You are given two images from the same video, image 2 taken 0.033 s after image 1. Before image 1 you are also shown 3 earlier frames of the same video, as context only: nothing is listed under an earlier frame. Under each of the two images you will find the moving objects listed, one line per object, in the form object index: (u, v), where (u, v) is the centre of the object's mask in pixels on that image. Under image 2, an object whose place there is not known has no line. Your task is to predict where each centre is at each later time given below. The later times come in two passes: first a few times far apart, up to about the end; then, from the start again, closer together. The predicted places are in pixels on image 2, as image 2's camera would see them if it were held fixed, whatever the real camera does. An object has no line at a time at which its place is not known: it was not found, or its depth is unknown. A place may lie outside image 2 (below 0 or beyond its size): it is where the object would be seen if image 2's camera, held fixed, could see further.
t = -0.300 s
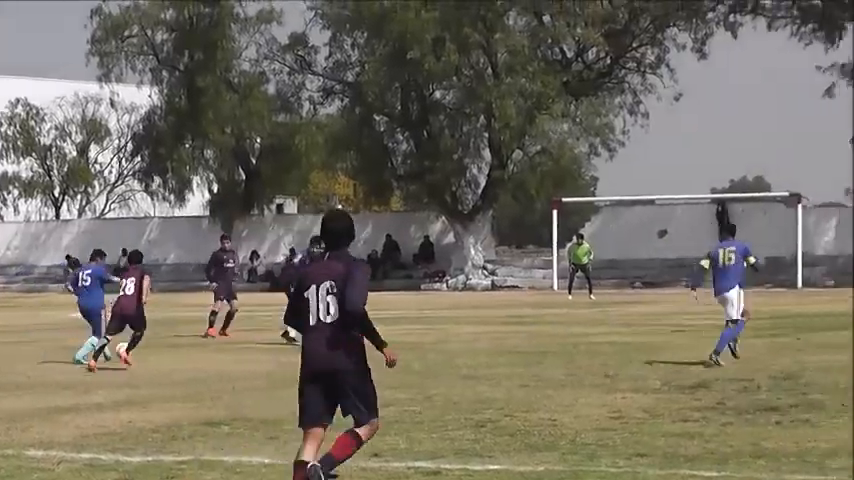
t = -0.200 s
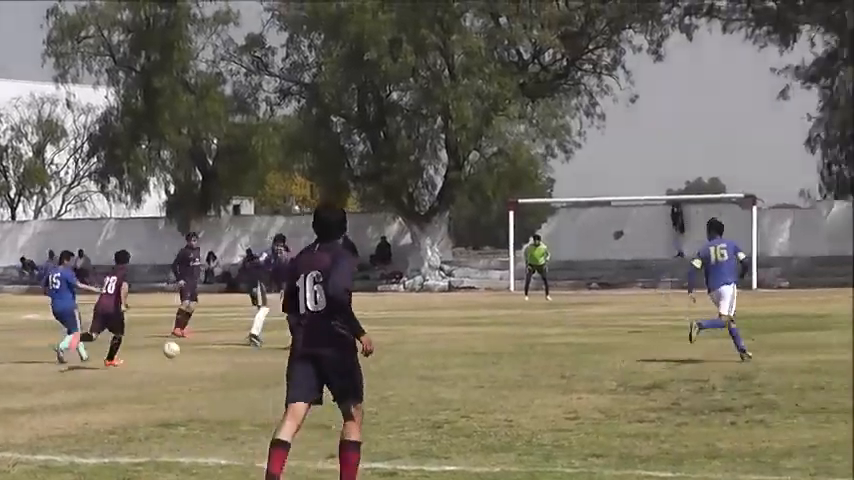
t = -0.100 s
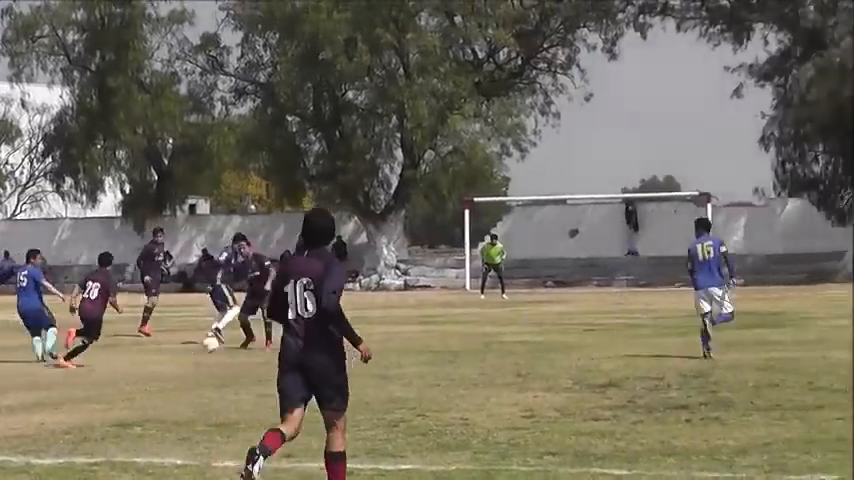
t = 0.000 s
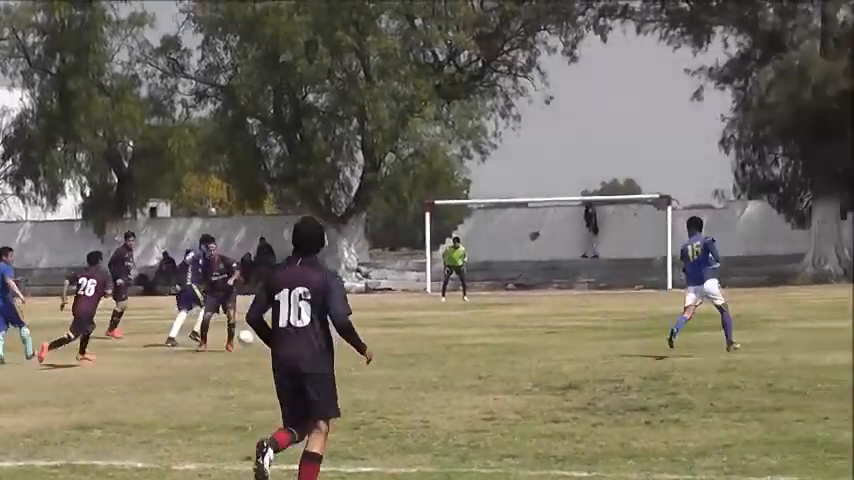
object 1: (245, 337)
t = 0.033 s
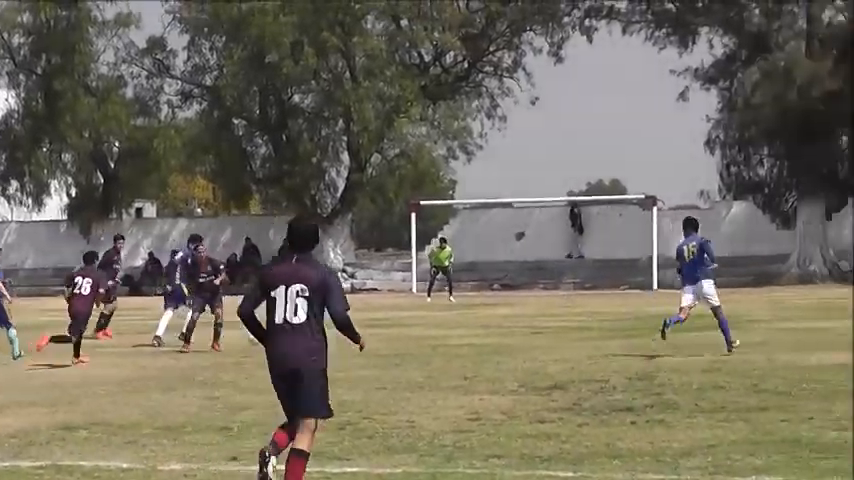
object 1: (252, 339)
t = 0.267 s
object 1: (414, 344)
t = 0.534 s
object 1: (556, 335)
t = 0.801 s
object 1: (678, 325)
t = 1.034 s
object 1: (780, 327)
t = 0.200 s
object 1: (372, 343)
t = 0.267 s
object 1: (414, 344)
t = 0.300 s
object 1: (433, 340)
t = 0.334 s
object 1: (451, 337)
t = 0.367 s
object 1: (469, 334)
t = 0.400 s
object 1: (486, 333)
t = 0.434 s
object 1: (504, 332)
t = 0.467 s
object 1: (521, 333)
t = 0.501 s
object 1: (538, 333)
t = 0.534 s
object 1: (556, 335)
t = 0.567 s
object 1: (573, 339)
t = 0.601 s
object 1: (589, 341)
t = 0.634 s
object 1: (604, 337)
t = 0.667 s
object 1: (620, 334)
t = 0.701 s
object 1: (635, 330)
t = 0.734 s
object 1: (649, 328)
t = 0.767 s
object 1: (664, 327)
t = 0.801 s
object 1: (678, 325)
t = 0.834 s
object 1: (693, 326)
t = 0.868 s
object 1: (708, 329)
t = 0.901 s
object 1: (722, 331)
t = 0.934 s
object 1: (737, 334)
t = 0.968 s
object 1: (751, 336)
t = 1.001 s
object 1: (766, 331)
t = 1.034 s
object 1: (780, 327)
